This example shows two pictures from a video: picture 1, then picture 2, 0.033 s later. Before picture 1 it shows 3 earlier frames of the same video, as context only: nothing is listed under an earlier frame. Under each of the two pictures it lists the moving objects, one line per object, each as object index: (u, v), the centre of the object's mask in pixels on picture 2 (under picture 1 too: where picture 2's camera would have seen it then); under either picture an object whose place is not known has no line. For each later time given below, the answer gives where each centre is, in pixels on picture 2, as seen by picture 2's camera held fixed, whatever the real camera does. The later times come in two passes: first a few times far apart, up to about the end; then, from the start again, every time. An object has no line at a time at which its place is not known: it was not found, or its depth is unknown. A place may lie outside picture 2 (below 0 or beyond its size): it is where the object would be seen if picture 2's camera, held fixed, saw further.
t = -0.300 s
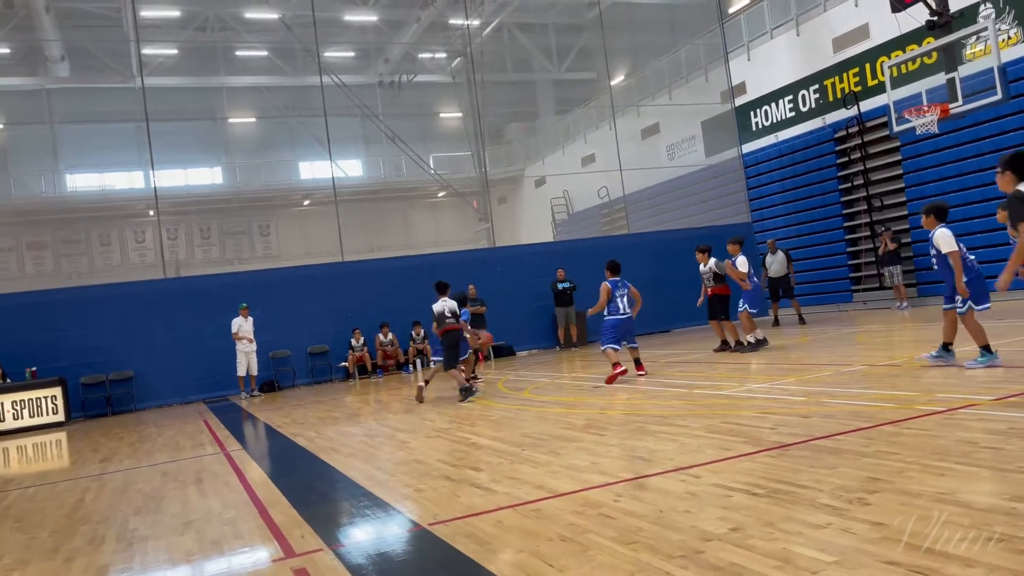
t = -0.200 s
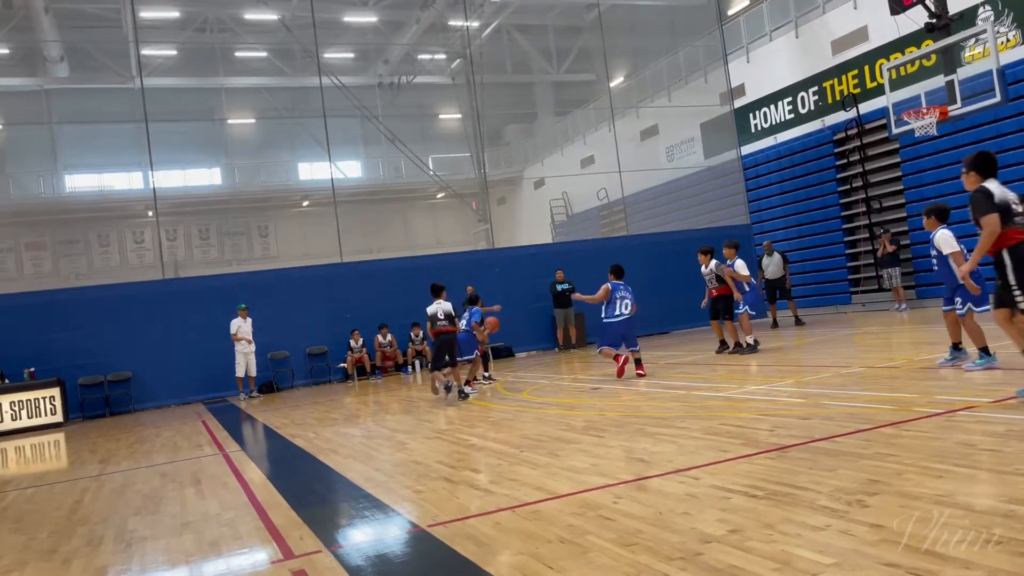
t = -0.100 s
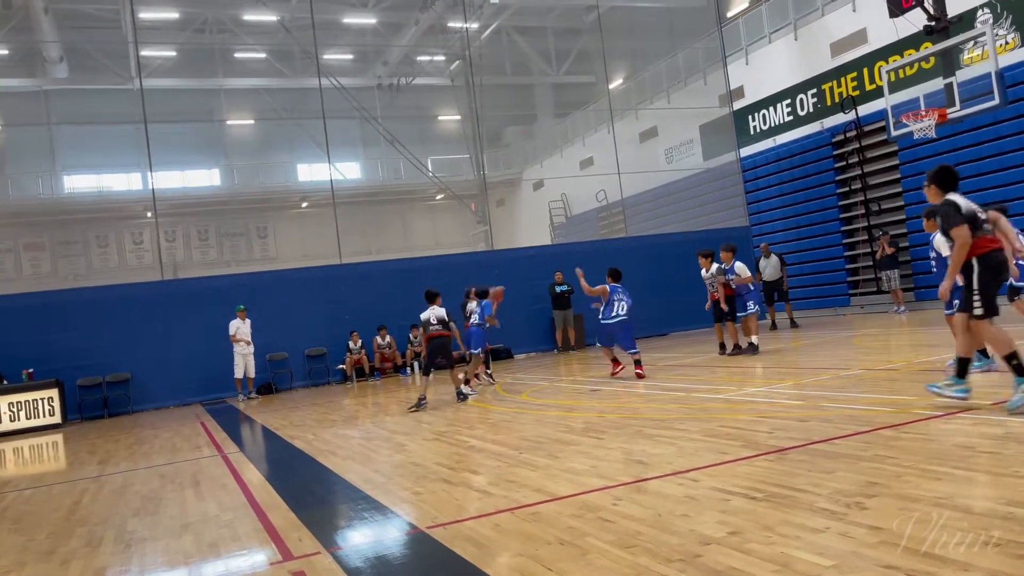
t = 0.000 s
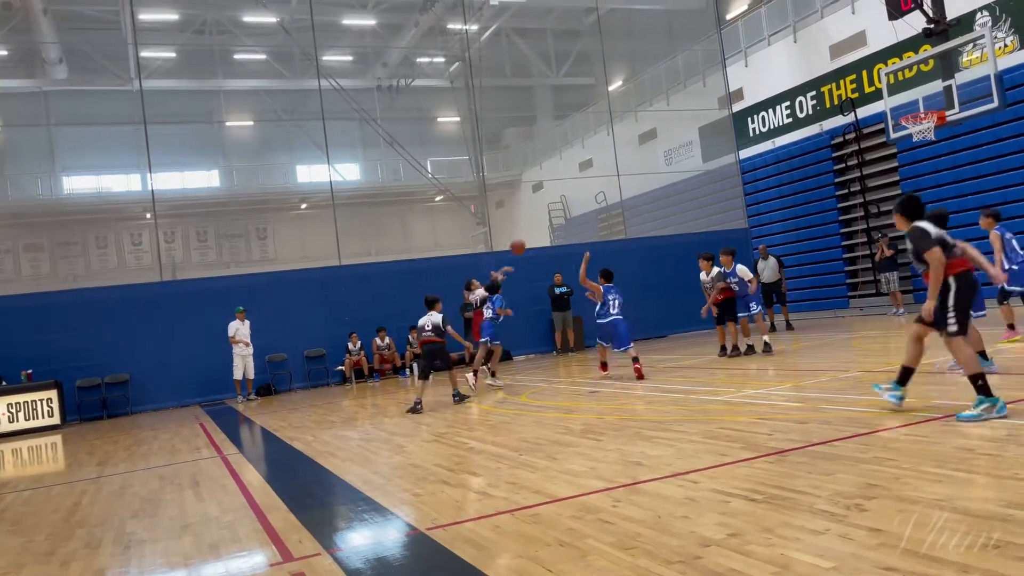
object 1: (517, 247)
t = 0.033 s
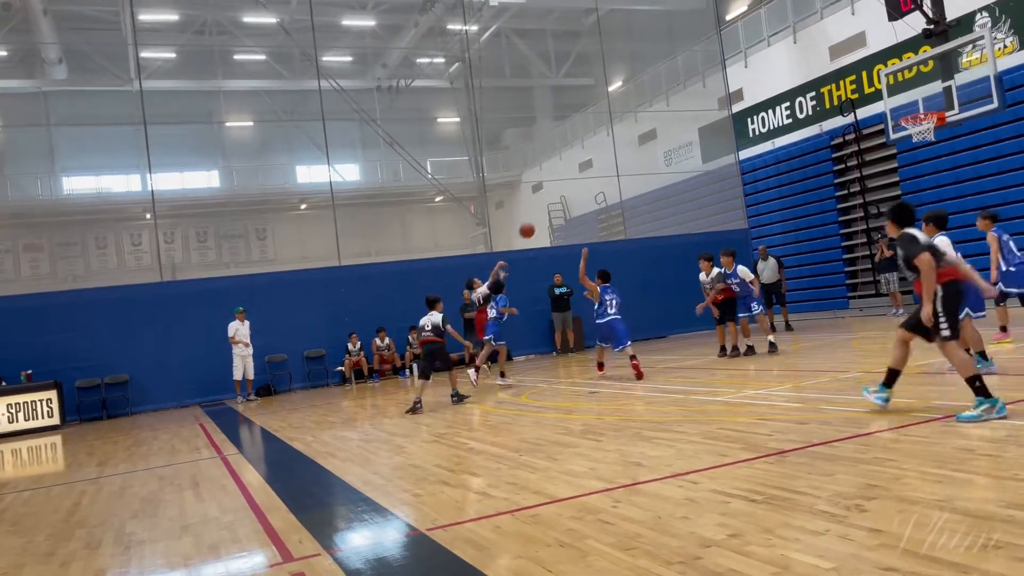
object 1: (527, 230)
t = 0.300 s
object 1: (606, 123)
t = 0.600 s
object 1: (701, 58)
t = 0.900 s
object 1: (803, 52)
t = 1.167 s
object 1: (901, 99)
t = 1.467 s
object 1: (934, 187)
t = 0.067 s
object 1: (537, 214)
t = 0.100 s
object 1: (546, 199)
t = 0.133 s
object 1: (556, 185)
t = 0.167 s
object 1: (566, 171)
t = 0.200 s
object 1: (576, 158)
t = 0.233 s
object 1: (586, 145)
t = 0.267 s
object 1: (596, 134)
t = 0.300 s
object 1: (606, 123)
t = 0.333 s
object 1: (616, 112)
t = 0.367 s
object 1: (626, 103)
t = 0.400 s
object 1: (637, 95)
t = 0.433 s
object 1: (647, 86)
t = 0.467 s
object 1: (658, 79)
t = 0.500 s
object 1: (669, 73)
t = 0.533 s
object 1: (679, 67)
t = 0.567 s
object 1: (690, 62)
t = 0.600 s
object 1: (701, 58)
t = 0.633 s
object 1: (712, 55)
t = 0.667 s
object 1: (723, 52)
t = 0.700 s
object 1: (734, 49)
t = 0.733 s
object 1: (746, 48)
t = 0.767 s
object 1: (757, 47)
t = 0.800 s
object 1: (769, 47)
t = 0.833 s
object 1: (780, 48)
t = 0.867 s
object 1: (792, 50)
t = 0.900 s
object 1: (803, 52)
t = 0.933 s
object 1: (816, 55)
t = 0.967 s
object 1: (828, 59)
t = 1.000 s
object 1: (840, 64)
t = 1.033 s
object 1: (852, 70)
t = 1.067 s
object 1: (863, 75)
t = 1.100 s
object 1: (876, 83)
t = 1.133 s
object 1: (888, 91)
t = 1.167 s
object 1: (901, 99)
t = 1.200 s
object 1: (913, 108)
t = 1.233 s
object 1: (929, 115)
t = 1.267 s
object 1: (932, 128)
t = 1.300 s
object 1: (933, 139)
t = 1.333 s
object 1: (932, 144)
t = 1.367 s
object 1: (932, 154)
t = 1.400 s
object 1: (933, 165)
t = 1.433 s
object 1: (933, 175)
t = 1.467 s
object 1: (934, 187)
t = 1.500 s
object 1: (934, 201)
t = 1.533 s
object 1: (935, 214)
